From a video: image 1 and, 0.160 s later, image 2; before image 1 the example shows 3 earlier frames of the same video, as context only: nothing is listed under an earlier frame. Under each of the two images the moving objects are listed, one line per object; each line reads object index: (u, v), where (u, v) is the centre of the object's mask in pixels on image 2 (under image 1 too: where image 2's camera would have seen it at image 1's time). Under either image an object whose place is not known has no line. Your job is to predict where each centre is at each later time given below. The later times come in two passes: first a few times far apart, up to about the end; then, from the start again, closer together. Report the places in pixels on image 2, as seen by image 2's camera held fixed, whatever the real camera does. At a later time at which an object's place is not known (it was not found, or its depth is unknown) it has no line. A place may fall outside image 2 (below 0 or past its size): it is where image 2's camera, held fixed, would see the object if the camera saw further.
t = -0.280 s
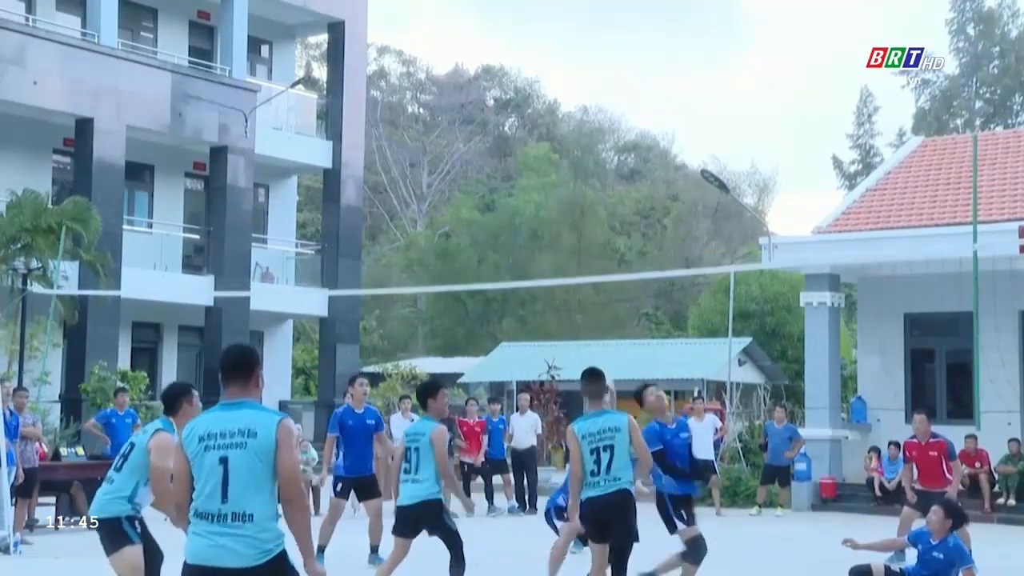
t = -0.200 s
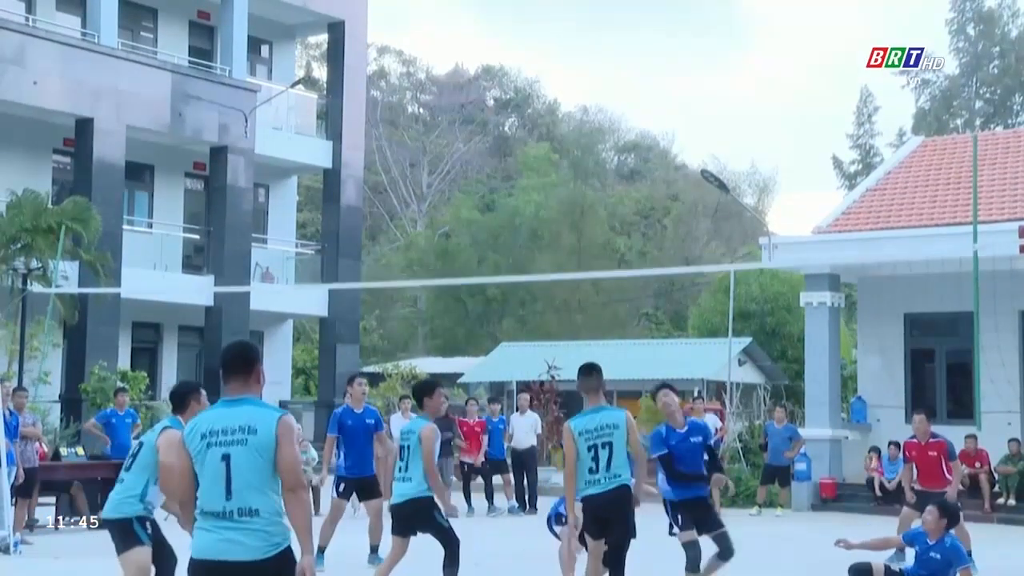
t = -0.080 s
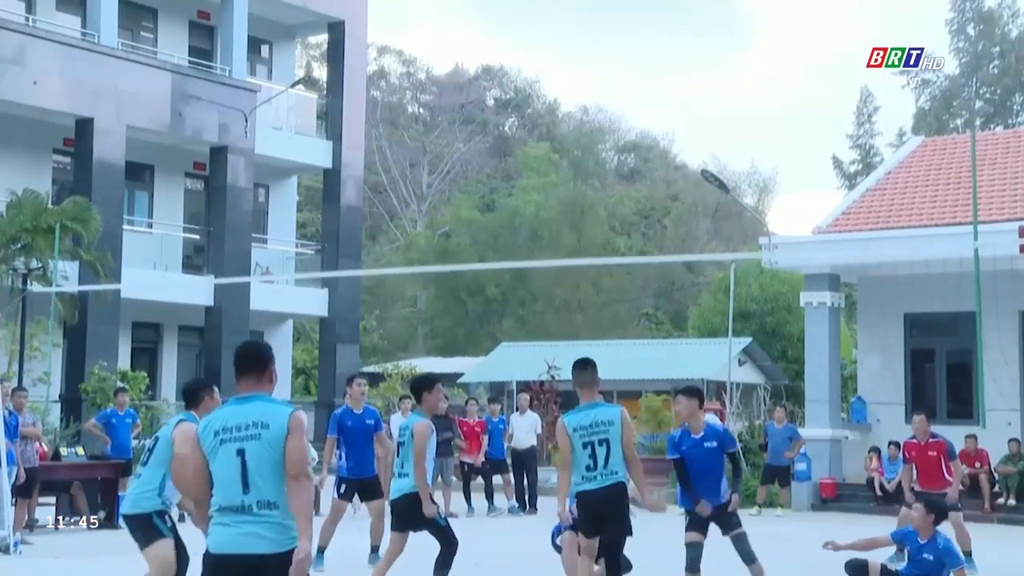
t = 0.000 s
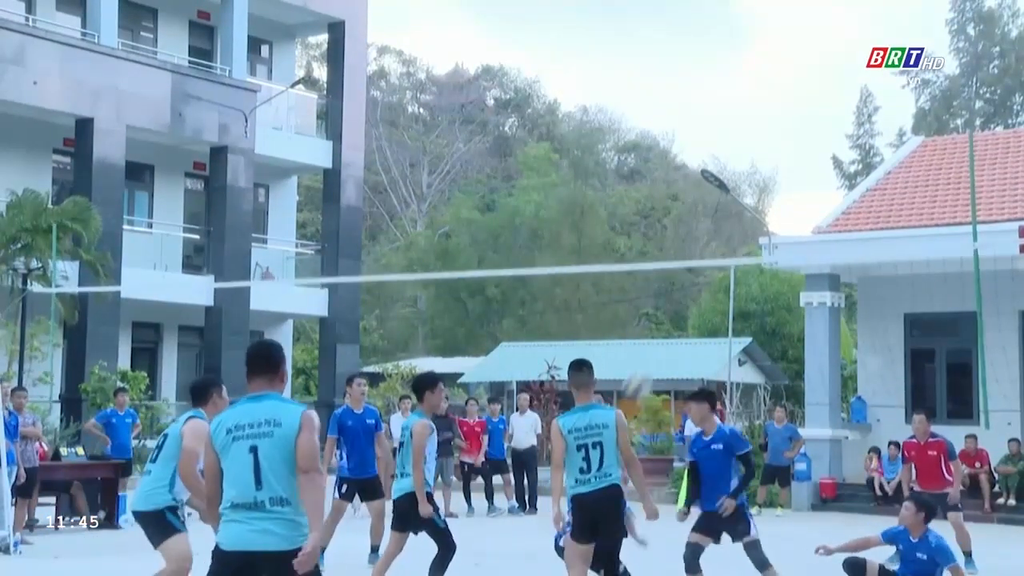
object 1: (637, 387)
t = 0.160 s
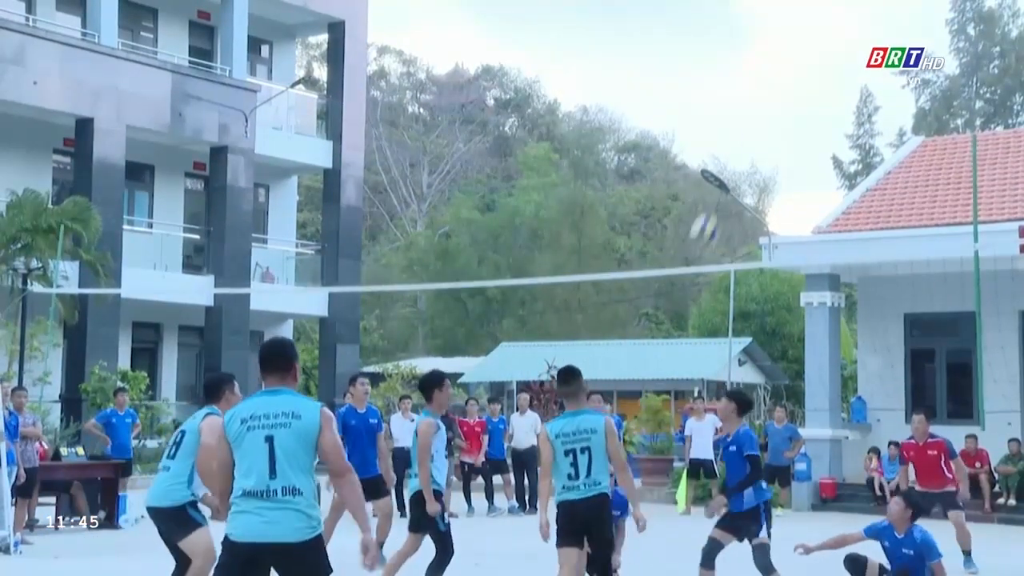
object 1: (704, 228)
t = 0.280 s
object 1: (755, 140)
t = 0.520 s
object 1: (855, 13)
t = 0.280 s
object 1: (755, 140)
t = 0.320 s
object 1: (772, 113)
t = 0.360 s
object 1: (789, 89)
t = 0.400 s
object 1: (805, 66)
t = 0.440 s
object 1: (822, 46)
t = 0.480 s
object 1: (839, 28)
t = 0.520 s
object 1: (855, 13)
